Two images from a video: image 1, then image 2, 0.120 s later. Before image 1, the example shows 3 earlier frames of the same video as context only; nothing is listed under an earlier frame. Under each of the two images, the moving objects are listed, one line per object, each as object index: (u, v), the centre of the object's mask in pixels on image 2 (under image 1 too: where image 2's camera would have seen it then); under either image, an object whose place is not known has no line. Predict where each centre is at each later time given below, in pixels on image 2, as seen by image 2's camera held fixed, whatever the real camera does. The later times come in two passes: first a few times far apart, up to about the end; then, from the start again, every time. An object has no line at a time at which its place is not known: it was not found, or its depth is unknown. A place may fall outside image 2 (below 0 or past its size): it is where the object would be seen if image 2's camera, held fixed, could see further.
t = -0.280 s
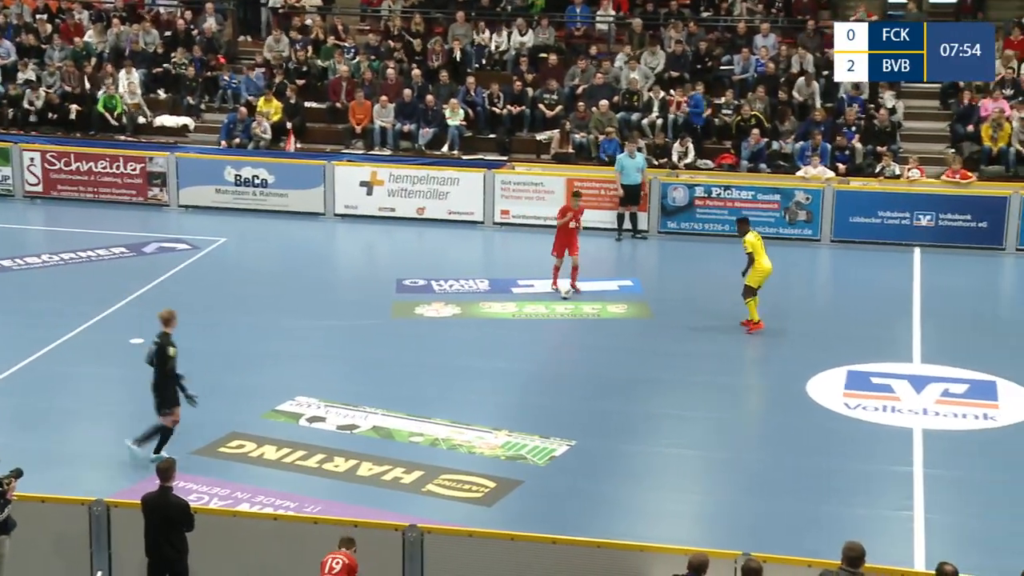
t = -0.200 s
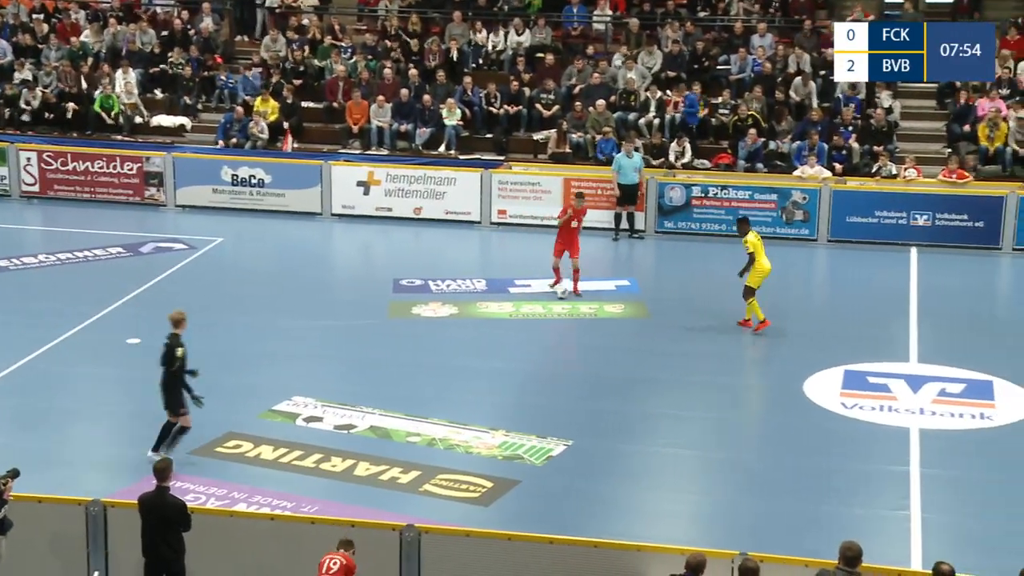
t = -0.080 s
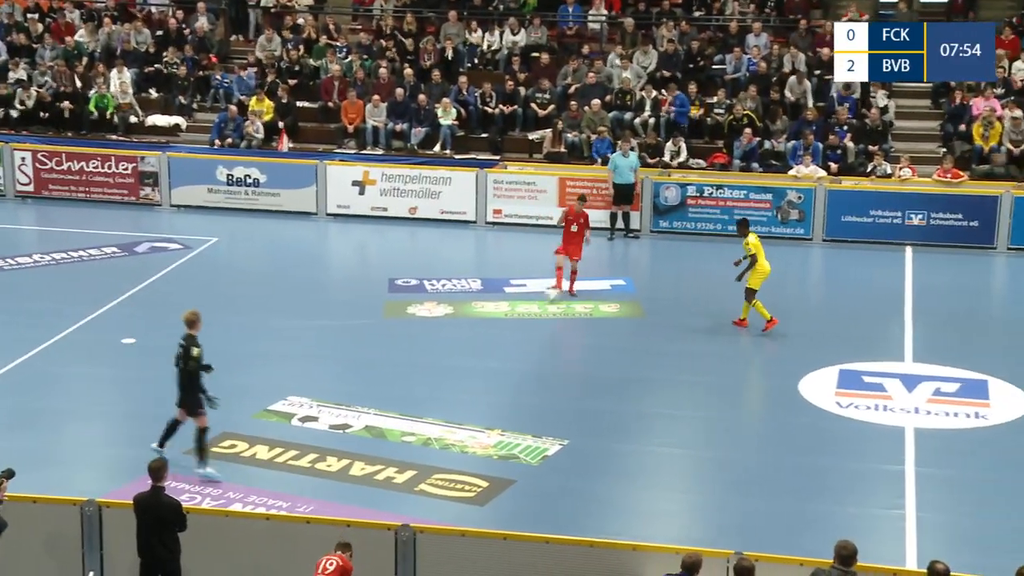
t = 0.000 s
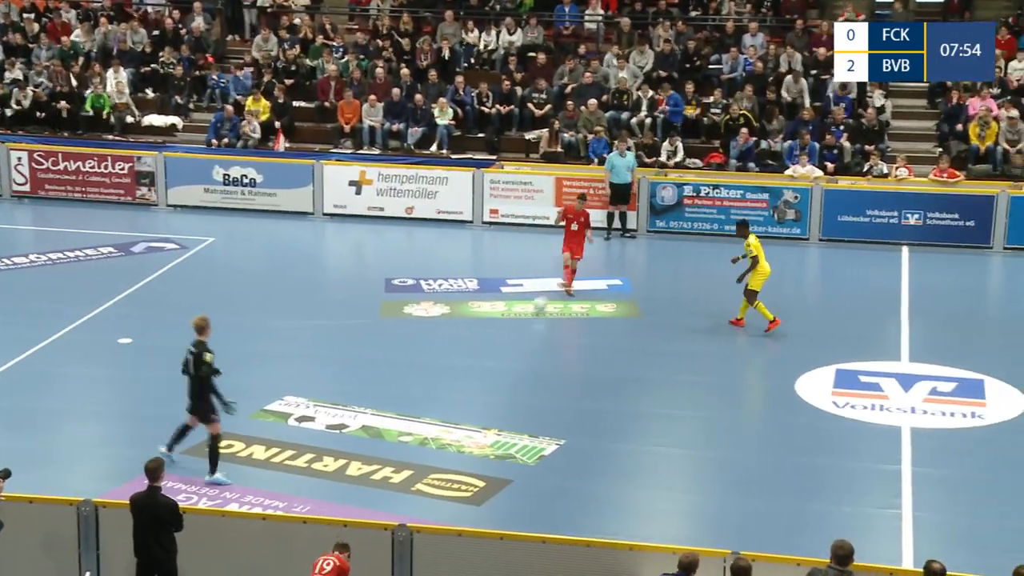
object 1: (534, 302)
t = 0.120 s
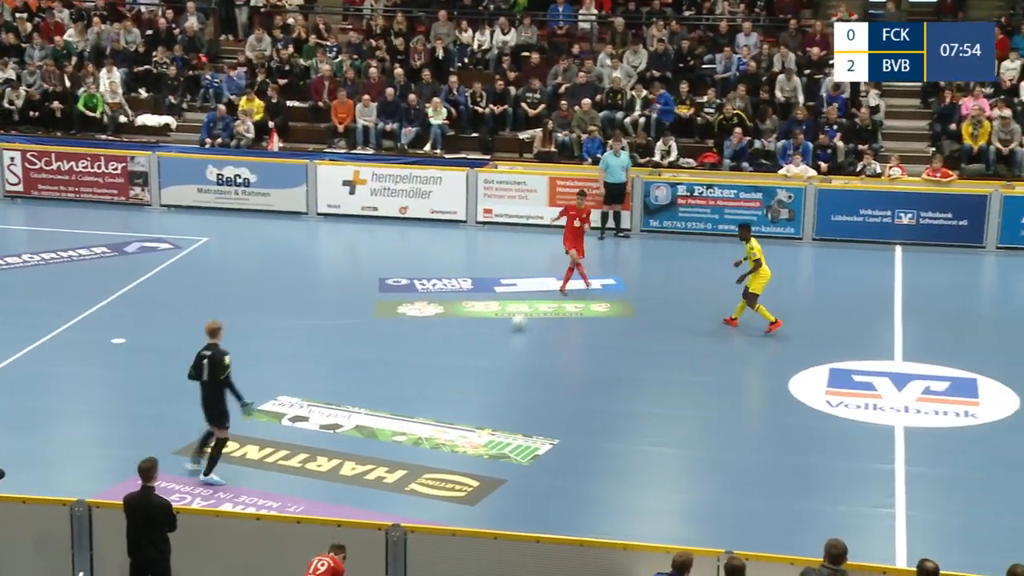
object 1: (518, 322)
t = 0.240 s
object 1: (505, 336)
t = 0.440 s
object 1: (483, 361)
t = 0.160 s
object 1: (513, 325)
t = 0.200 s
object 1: (509, 329)
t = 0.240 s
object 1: (505, 336)
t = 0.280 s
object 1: (500, 343)
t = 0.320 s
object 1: (496, 347)
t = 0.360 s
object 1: (492, 351)
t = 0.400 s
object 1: (488, 355)
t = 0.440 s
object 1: (483, 361)
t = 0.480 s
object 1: (480, 367)
